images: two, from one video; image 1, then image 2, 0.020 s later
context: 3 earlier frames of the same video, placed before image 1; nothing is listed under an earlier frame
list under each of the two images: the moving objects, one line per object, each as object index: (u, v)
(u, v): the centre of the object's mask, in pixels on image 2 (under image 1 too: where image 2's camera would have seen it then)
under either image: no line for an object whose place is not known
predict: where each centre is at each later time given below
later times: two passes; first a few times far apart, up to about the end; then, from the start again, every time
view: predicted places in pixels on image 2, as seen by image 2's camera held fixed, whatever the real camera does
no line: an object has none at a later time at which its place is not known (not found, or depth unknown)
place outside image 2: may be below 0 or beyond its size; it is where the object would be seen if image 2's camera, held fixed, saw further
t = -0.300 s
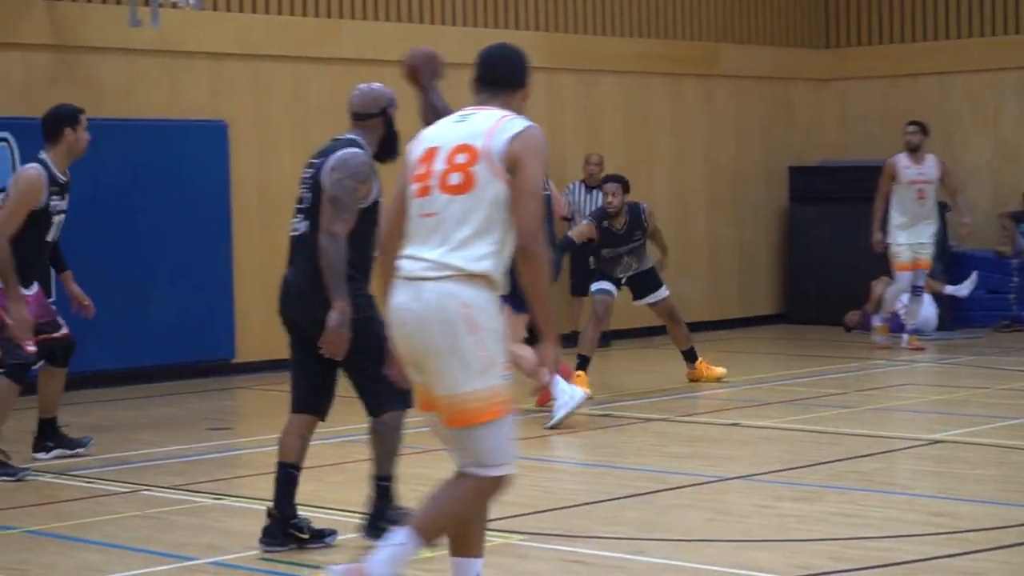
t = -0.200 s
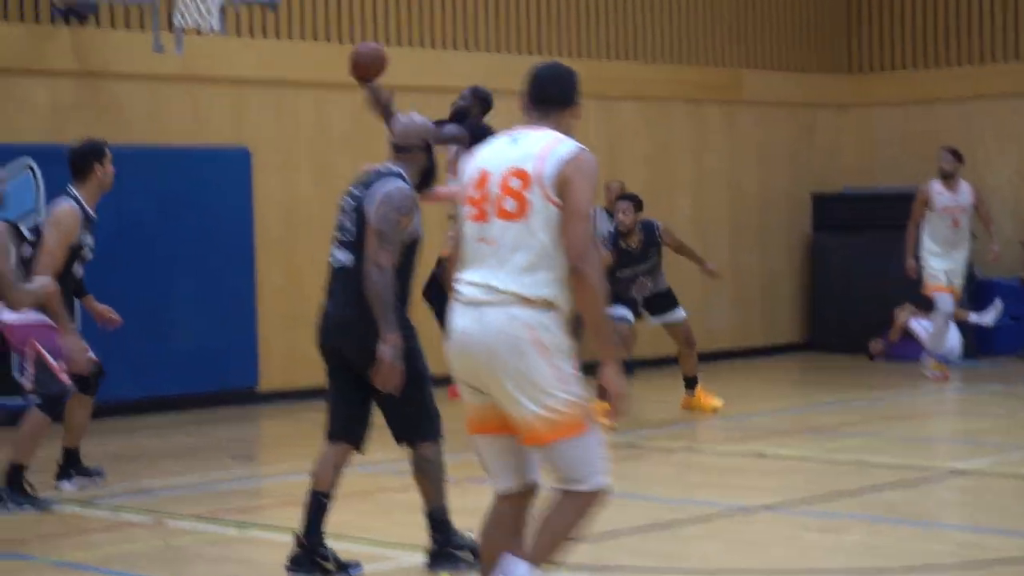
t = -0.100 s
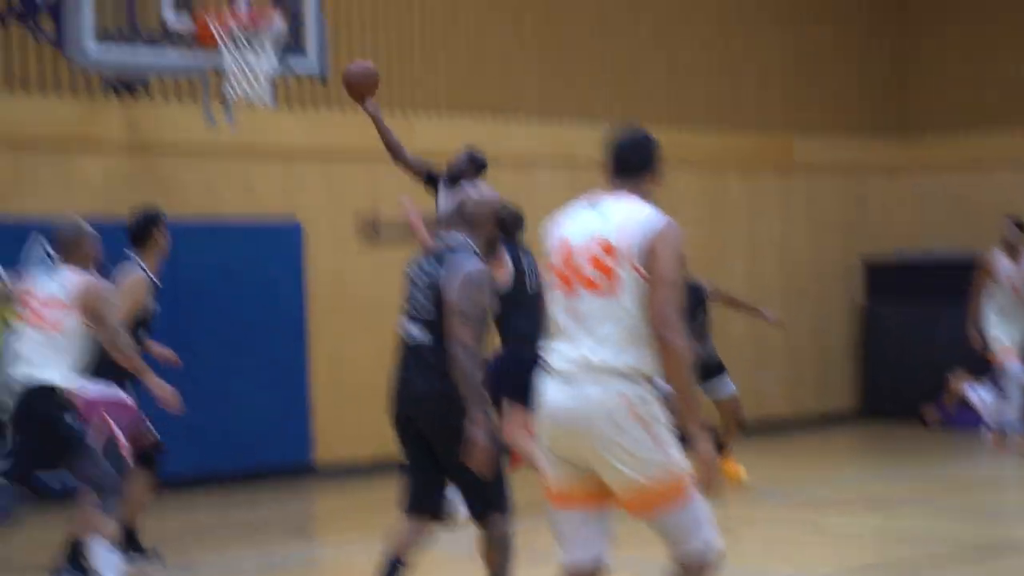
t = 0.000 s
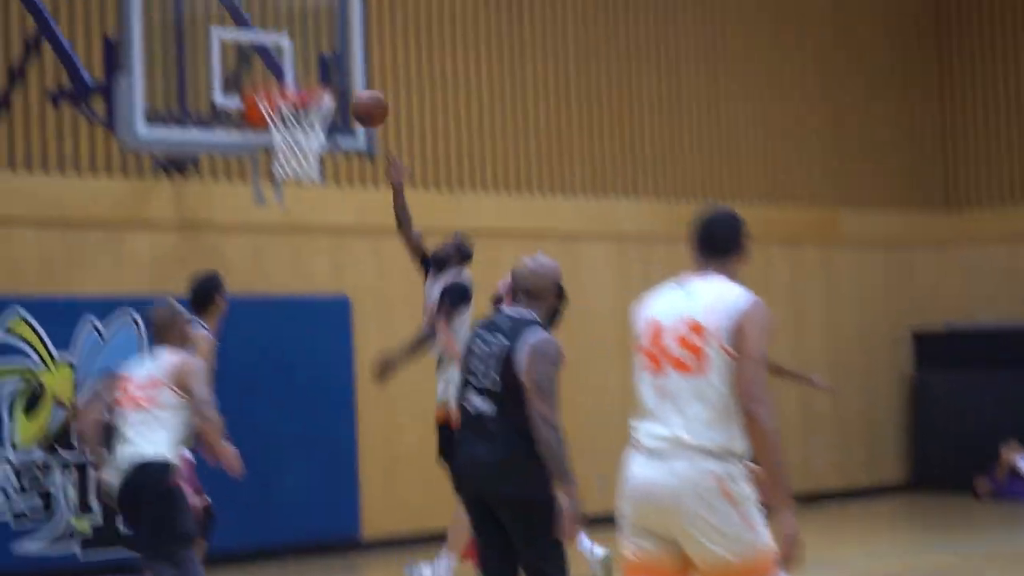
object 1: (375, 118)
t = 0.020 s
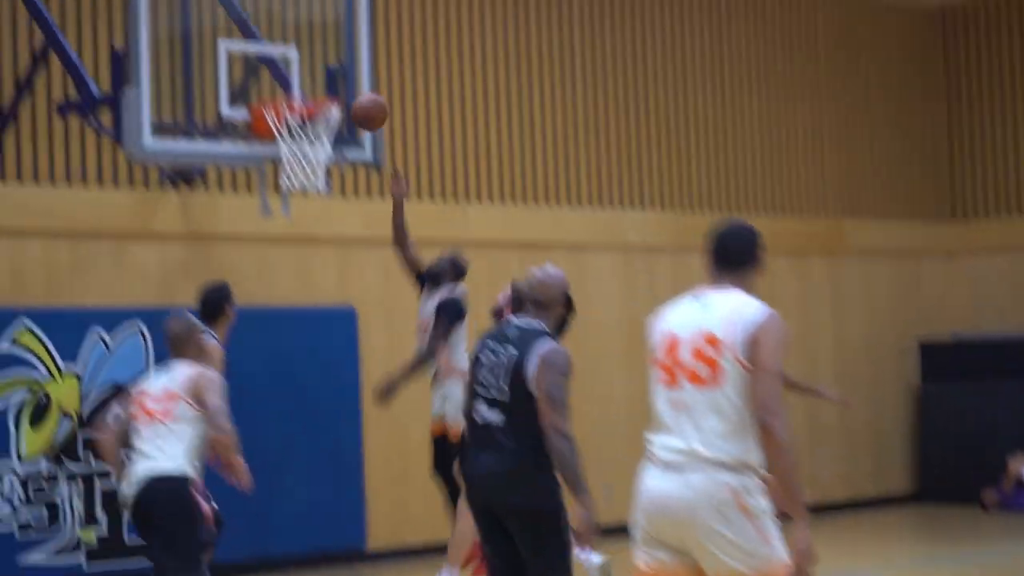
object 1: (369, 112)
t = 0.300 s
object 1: (329, 65)
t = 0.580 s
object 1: (291, 97)
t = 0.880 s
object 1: (296, 170)
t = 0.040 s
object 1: (362, 105)
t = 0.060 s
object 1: (355, 100)
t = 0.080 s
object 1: (348, 94)
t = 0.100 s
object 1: (341, 89)
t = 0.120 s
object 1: (333, 86)
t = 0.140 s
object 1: (331, 82)
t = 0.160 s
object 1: (330, 78)
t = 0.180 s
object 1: (329, 74)
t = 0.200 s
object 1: (328, 71)
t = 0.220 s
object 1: (328, 68)
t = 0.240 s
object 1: (328, 67)
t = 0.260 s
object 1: (332, 66)
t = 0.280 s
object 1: (330, 65)
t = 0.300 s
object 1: (329, 65)
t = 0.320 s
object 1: (327, 65)
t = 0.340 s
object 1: (326, 67)
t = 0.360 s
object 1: (325, 69)
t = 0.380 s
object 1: (324, 71)
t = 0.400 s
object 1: (324, 74)
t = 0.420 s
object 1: (324, 78)
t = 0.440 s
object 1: (323, 83)
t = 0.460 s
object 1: (323, 87)
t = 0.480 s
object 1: (321, 91)
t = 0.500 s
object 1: (316, 91)
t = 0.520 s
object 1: (309, 92)
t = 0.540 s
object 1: (303, 93)
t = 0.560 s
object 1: (296, 95)
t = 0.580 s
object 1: (291, 97)
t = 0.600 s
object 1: (285, 99)
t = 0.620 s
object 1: (280, 119)
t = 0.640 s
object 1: (280, 125)
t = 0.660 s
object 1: (280, 126)
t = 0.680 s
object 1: (280, 127)
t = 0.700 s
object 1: (280, 132)
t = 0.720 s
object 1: (282, 136)
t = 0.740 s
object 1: (283, 137)
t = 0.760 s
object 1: (283, 147)
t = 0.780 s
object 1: (286, 151)
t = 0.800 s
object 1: (287, 156)
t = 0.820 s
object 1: (289, 159)
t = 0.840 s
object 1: (291, 163)
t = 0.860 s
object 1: (293, 166)
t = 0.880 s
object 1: (296, 170)
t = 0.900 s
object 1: (299, 176)
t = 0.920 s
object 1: (300, 188)
